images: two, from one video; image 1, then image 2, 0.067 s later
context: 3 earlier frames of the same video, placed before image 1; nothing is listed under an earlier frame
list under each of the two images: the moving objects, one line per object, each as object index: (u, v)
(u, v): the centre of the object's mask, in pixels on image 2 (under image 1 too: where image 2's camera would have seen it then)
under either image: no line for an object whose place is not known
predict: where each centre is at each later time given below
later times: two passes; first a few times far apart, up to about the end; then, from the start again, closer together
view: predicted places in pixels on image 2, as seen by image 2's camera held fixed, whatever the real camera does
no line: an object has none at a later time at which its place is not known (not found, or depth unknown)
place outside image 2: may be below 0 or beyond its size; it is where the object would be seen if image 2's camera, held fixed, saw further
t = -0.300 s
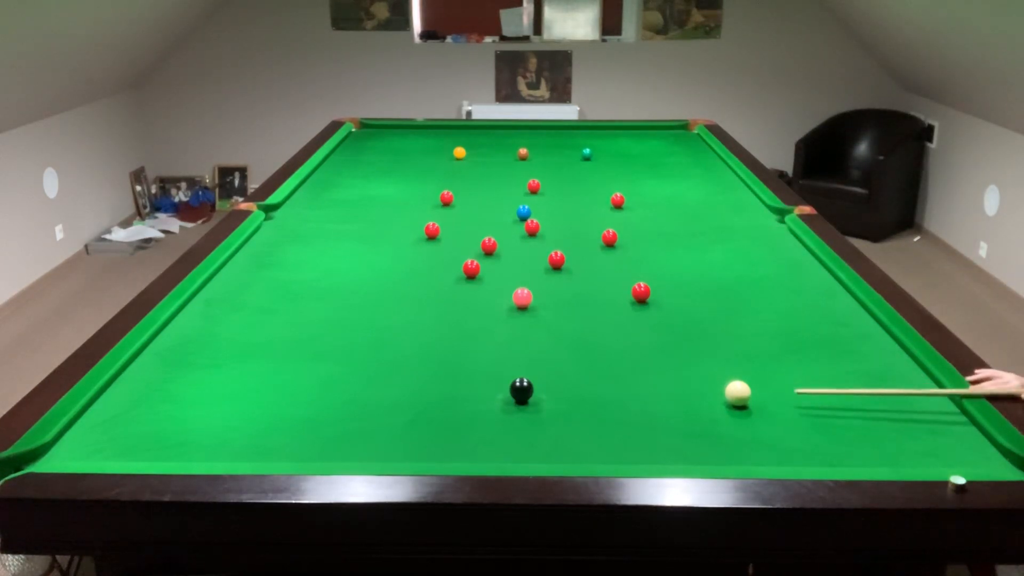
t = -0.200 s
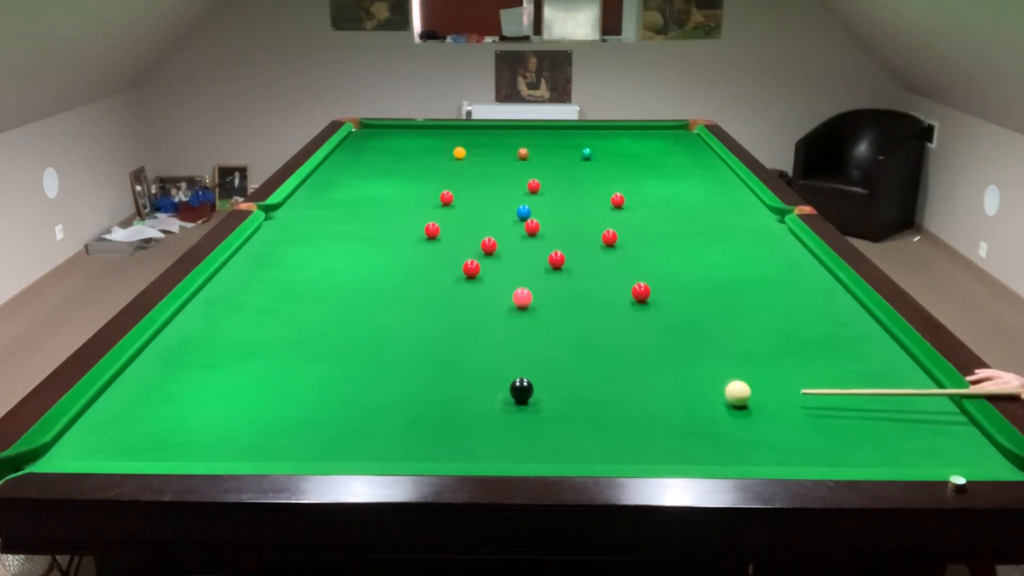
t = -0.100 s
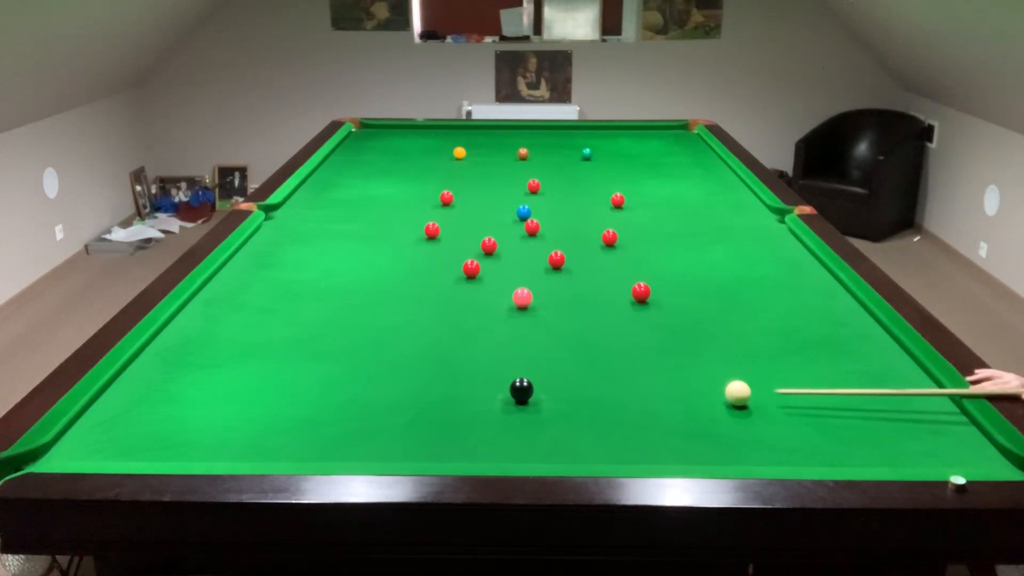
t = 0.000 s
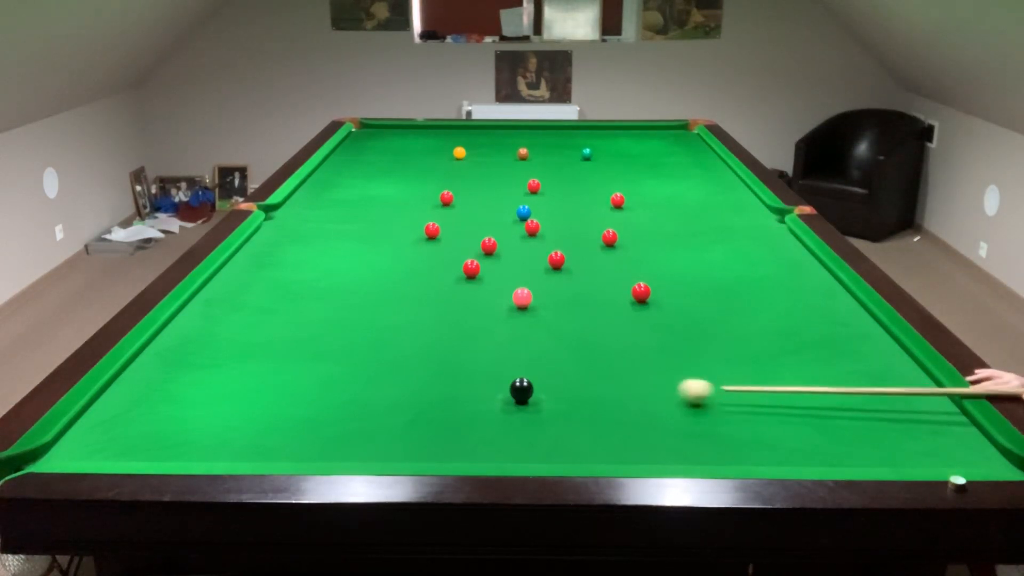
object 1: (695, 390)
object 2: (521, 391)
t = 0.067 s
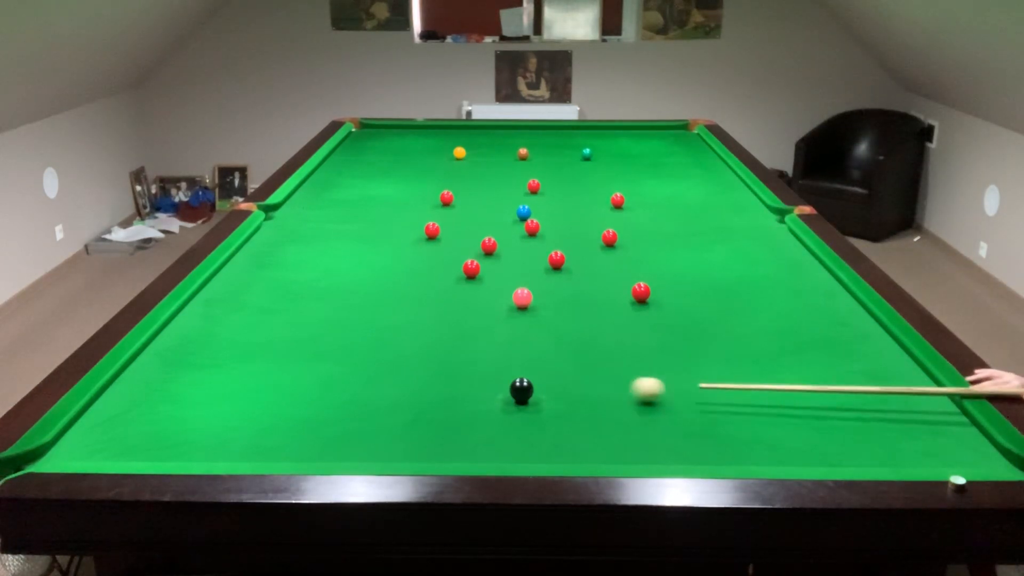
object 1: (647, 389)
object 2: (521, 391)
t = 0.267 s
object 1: (539, 382)
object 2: (498, 393)
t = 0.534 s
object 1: (486, 362)
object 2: (387, 409)
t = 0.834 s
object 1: (430, 343)
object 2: (263, 426)
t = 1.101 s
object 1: (387, 328)
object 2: (149, 443)
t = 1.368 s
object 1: (348, 316)
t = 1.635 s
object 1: (314, 304)
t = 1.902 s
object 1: (282, 294)
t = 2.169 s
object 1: (254, 285)
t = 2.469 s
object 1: (227, 277)
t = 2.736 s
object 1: (234, 271)
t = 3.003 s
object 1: (253, 267)
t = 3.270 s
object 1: (270, 263)
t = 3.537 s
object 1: (283, 260)
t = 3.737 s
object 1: (291, 258)
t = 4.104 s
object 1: (304, 255)
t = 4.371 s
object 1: (311, 253)
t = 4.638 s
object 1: (316, 252)
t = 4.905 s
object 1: (320, 251)
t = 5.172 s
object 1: (322, 251)
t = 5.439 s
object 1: (322, 251)
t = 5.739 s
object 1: (321, 251)
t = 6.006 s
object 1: (322, 251)
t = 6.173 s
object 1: (321, 251)
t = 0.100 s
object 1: (623, 388)
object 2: (521, 391)
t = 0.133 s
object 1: (602, 388)
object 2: (521, 391)
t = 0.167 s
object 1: (580, 387)
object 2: (521, 391)
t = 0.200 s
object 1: (557, 386)
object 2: (521, 391)
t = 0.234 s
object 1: (543, 385)
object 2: (514, 391)
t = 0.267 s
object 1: (539, 382)
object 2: (498, 393)
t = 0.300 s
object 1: (534, 379)
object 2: (481, 396)
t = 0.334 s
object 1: (528, 377)
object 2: (466, 398)
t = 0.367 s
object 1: (521, 374)
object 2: (453, 399)
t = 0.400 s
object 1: (513, 371)
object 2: (439, 401)
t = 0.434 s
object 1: (506, 369)
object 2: (426, 403)
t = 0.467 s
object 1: (500, 367)
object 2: (413, 405)
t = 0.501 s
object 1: (493, 364)
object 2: (400, 407)
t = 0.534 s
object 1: (486, 362)
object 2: (387, 409)
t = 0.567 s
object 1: (479, 360)
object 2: (373, 410)
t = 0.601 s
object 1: (473, 358)
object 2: (359, 412)
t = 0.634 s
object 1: (467, 355)
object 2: (346, 414)
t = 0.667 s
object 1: (460, 353)
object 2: (333, 416)
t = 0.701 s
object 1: (454, 351)
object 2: (318, 418)
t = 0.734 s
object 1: (448, 349)
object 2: (305, 420)
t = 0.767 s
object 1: (442, 347)
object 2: (291, 422)
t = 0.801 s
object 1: (436, 345)
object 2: (277, 424)
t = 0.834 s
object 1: (430, 343)
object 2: (263, 426)
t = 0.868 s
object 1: (424, 341)
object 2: (250, 428)
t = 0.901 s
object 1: (418, 339)
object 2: (235, 430)
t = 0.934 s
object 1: (414, 337)
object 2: (221, 432)
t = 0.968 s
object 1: (408, 335)
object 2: (207, 434)
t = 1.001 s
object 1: (403, 333)
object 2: (192, 436)
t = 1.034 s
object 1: (397, 332)
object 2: (178, 438)
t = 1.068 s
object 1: (392, 330)
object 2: (164, 440)
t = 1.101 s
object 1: (387, 328)
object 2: (149, 443)
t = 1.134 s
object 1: (382, 326)
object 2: (135, 444)
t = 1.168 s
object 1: (377, 325)
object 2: (121, 445)
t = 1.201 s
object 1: (372, 323)
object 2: (107, 446)
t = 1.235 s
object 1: (367, 322)
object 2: (93, 447)
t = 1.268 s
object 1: (362, 320)
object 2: (79, 448)
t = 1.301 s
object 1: (358, 318)
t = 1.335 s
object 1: (353, 317)
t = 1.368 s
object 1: (348, 316)
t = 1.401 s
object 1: (343, 314)
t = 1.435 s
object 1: (339, 312)
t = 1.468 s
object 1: (335, 311)
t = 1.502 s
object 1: (330, 310)
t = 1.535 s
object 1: (326, 309)
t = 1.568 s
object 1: (322, 307)
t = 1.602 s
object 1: (318, 306)
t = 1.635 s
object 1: (314, 304)
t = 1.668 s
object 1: (309, 303)
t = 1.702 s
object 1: (306, 302)
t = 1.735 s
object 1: (301, 301)
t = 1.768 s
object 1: (297, 299)
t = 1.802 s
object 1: (294, 298)
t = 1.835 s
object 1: (290, 296)
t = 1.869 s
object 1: (286, 296)
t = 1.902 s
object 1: (282, 294)
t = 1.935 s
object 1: (279, 293)
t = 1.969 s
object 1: (275, 292)
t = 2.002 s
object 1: (272, 291)
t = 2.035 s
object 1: (269, 289)
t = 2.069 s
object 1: (264, 289)
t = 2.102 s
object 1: (261, 288)
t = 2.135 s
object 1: (258, 286)
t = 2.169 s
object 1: (254, 285)
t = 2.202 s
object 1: (251, 284)
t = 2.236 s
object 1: (248, 283)
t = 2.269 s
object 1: (245, 282)
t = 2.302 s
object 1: (242, 282)
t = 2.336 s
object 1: (239, 280)
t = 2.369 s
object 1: (236, 280)
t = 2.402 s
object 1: (233, 278)
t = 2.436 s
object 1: (230, 278)
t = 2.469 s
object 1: (227, 277)
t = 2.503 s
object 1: (224, 276)
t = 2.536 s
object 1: (221, 275)
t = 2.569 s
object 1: (221, 274)
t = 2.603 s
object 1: (224, 274)
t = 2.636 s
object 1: (226, 273)
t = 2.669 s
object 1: (229, 272)
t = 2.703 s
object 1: (232, 272)
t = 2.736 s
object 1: (234, 271)
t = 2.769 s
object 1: (237, 270)
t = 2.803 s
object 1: (239, 270)
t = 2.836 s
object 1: (242, 269)
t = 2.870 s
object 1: (244, 269)
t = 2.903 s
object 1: (246, 268)
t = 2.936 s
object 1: (249, 268)
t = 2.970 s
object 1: (251, 267)
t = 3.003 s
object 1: (253, 267)
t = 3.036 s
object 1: (255, 266)
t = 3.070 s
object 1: (258, 266)
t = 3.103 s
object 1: (260, 265)
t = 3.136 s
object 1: (262, 265)
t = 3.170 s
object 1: (263, 264)
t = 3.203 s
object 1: (265, 264)
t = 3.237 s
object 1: (268, 264)
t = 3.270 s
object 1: (270, 263)
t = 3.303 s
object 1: (271, 263)
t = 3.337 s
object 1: (273, 262)
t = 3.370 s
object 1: (275, 262)
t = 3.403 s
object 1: (276, 261)
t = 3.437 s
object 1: (278, 260)
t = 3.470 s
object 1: (280, 261)
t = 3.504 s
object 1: (281, 260)
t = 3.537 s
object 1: (283, 260)
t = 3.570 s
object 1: (284, 260)
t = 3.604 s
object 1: (286, 259)
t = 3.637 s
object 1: (287, 259)
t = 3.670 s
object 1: (289, 258)
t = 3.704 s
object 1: (290, 258)
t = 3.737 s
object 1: (291, 258)
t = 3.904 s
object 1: (298, 256)
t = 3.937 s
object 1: (299, 256)
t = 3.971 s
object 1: (300, 256)
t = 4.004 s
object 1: (301, 256)
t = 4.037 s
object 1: (302, 255)
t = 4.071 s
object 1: (303, 255)
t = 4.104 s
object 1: (304, 255)
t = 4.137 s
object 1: (305, 255)
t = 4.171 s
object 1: (306, 254)
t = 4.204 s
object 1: (307, 254)
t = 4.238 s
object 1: (308, 254)
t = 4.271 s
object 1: (309, 254)
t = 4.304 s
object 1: (310, 254)
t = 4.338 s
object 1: (311, 253)
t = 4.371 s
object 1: (311, 253)
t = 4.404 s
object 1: (312, 253)
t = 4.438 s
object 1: (313, 253)
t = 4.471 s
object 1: (314, 253)
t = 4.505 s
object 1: (314, 253)
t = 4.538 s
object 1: (315, 252)
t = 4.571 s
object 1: (315, 252)
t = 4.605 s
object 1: (316, 252)
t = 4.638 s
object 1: (316, 252)
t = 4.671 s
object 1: (317, 252)
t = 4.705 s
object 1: (318, 252)
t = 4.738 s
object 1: (318, 252)
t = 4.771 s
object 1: (319, 252)
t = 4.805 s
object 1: (319, 252)
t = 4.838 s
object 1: (319, 251)
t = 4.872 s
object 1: (320, 251)
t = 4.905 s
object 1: (320, 251)
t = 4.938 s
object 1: (320, 251)
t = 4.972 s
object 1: (321, 251)
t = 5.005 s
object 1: (321, 251)
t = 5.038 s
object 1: (321, 251)
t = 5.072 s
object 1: (322, 251)
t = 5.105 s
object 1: (322, 251)
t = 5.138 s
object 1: (322, 251)
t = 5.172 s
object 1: (322, 251)
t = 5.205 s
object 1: (322, 251)
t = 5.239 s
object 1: (322, 251)
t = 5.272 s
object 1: (322, 251)
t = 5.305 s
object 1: (322, 251)
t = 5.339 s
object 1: (322, 251)
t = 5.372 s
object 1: (322, 251)
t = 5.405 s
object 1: (322, 251)
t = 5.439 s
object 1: (322, 251)
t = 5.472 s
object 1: (322, 251)
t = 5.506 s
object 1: (321, 251)
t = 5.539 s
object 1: (322, 251)
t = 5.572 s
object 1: (321, 251)
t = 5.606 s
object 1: (321, 251)
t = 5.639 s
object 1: (321, 251)
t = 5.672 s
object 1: (321, 251)
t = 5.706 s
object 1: (321, 251)
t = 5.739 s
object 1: (321, 251)
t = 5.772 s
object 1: (321, 251)
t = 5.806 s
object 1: (321, 251)
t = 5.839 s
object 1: (321, 251)
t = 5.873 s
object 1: (321, 251)
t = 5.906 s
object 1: (321, 251)
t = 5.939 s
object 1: (321, 251)
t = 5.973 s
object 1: (321, 251)
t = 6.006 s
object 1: (322, 251)
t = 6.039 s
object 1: (322, 251)
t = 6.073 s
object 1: (321, 251)
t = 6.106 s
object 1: (321, 251)
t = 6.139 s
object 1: (321, 251)
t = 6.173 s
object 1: (321, 251)
